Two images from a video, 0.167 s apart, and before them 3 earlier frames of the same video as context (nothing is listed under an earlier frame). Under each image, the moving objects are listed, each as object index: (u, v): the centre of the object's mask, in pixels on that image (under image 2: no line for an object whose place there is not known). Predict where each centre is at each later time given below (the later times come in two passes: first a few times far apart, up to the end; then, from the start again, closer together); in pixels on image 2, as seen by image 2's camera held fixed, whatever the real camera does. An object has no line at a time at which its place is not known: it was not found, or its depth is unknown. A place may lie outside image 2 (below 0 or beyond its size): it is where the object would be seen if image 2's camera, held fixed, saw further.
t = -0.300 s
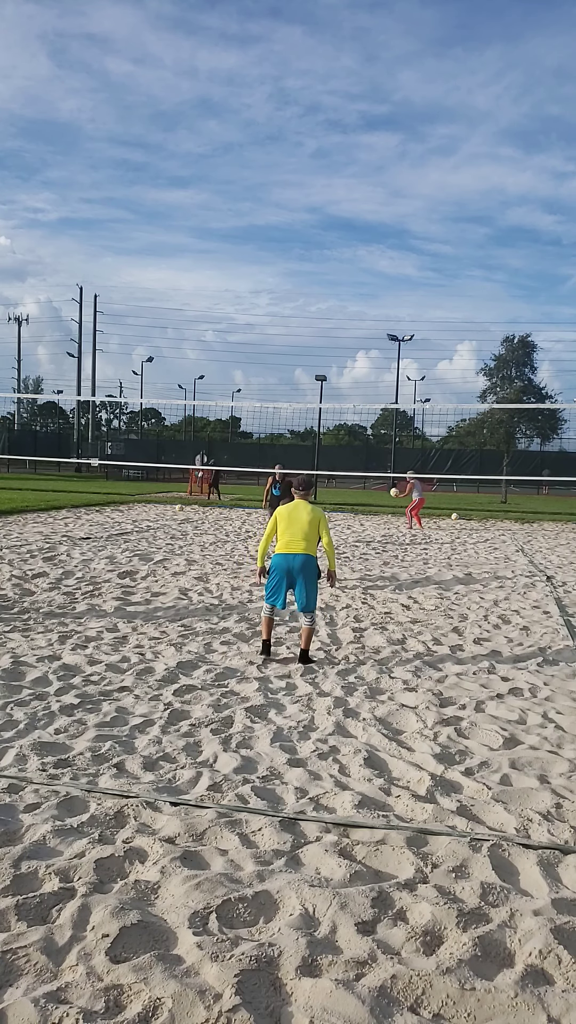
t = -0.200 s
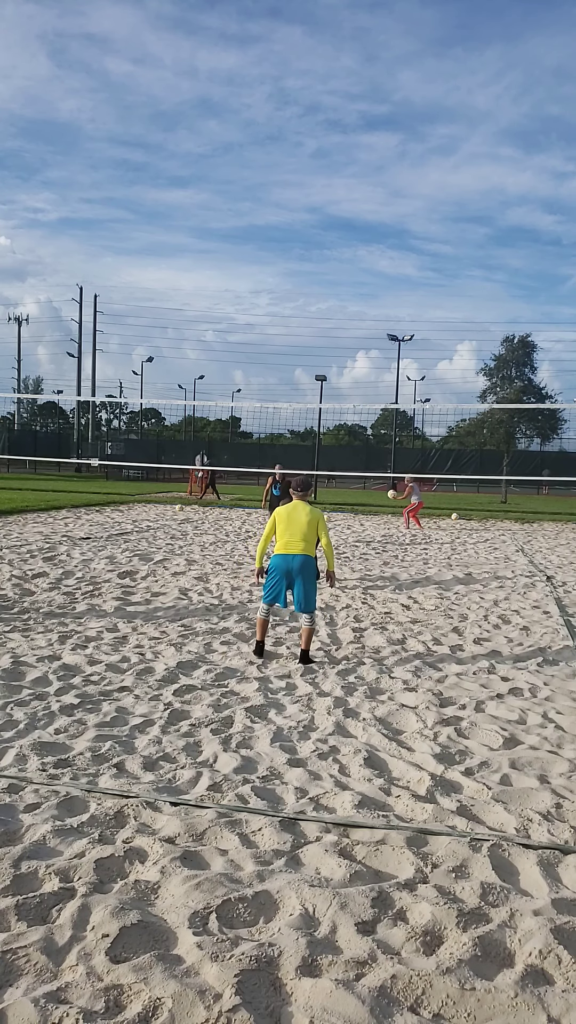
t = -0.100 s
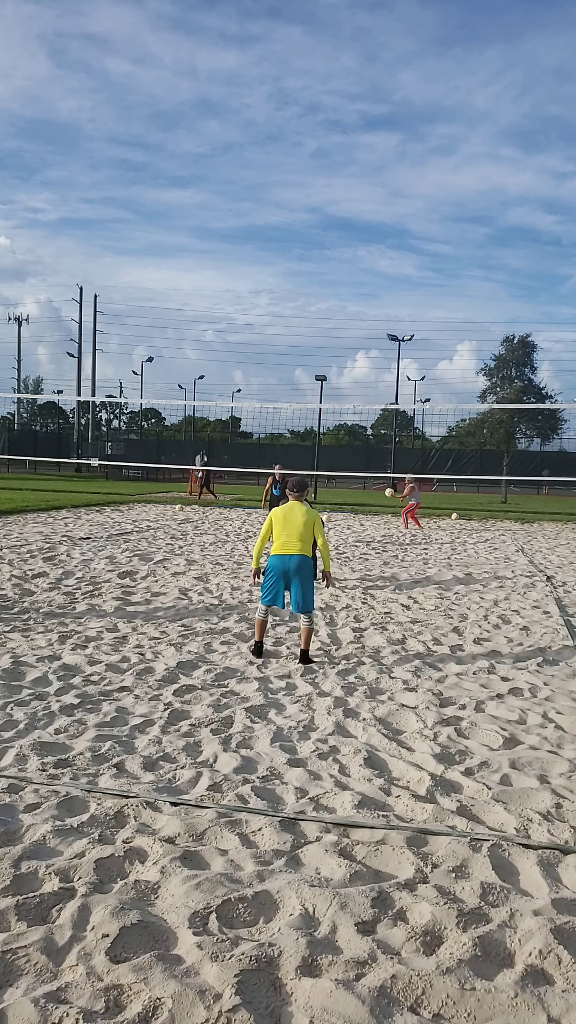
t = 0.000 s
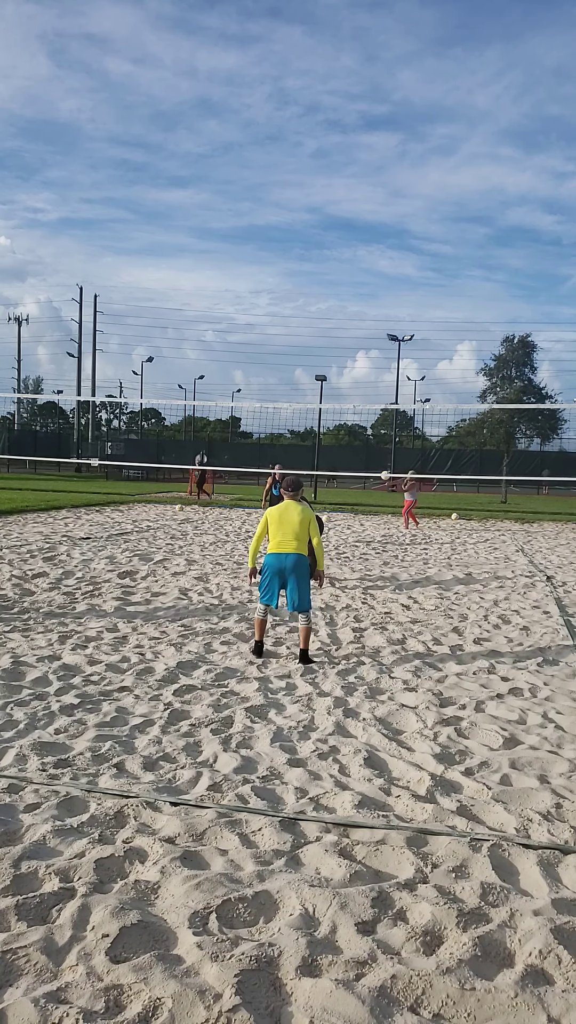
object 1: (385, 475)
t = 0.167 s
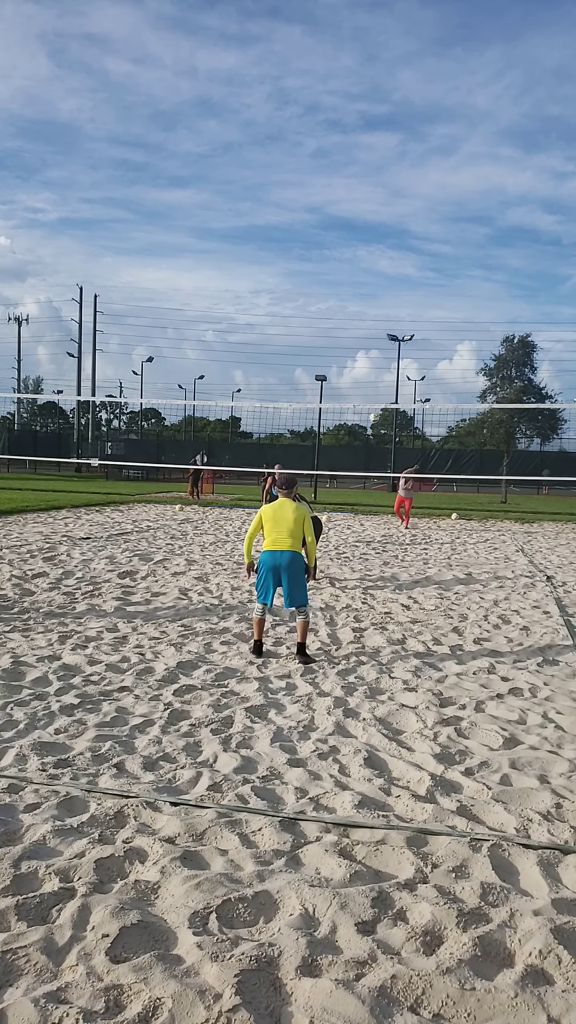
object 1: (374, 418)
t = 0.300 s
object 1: (364, 374)
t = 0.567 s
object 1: (338, 297)
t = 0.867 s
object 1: (302, 237)
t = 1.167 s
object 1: (254, 224)
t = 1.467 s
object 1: (191, 279)
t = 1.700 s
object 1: (126, 396)
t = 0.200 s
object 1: (371, 406)
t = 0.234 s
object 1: (369, 396)
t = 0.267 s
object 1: (366, 384)
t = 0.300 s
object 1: (364, 374)
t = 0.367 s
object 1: (358, 353)
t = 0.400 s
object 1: (355, 343)
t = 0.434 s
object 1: (352, 333)
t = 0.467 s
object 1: (349, 323)
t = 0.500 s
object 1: (346, 314)
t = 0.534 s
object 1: (342, 305)
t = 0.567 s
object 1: (338, 297)
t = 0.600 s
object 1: (335, 288)
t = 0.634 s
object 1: (331, 280)
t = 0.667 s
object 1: (328, 273)
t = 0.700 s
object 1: (324, 266)
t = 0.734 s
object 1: (319, 259)
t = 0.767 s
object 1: (315, 253)
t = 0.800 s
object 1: (311, 247)
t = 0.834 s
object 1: (307, 241)
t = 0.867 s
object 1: (302, 237)
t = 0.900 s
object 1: (297, 233)
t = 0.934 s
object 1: (292, 229)
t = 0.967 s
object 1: (287, 227)
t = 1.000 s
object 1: (282, 224)
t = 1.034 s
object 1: (277, 223)
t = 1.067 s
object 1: (271, 222)
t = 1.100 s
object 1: (266, 222)
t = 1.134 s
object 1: (260, 222)
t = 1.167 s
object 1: (254, 224)
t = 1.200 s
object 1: (248, 226)
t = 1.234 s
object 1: (241, 229)
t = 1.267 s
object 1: (235, 233)
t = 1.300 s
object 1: (228, 238)
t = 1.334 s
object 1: (221, 244)
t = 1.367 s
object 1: (214, 251)
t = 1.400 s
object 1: (207, 259)
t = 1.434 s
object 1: (199, 268)
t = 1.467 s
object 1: (191, 279)
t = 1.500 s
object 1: (183, 291)
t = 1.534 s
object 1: (174, 304)
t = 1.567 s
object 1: (165, 319)
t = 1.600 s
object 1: (156, 335)
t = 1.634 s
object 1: (146, 353)
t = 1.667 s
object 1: (136, 374)
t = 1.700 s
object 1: (126, 396)
